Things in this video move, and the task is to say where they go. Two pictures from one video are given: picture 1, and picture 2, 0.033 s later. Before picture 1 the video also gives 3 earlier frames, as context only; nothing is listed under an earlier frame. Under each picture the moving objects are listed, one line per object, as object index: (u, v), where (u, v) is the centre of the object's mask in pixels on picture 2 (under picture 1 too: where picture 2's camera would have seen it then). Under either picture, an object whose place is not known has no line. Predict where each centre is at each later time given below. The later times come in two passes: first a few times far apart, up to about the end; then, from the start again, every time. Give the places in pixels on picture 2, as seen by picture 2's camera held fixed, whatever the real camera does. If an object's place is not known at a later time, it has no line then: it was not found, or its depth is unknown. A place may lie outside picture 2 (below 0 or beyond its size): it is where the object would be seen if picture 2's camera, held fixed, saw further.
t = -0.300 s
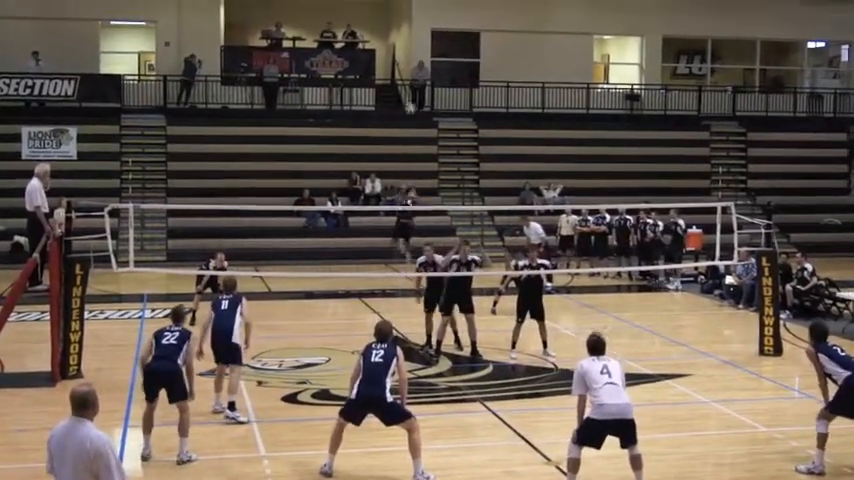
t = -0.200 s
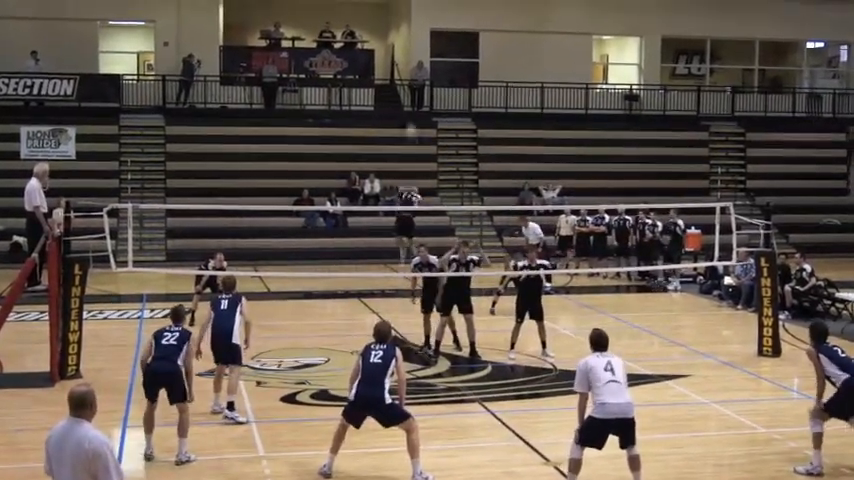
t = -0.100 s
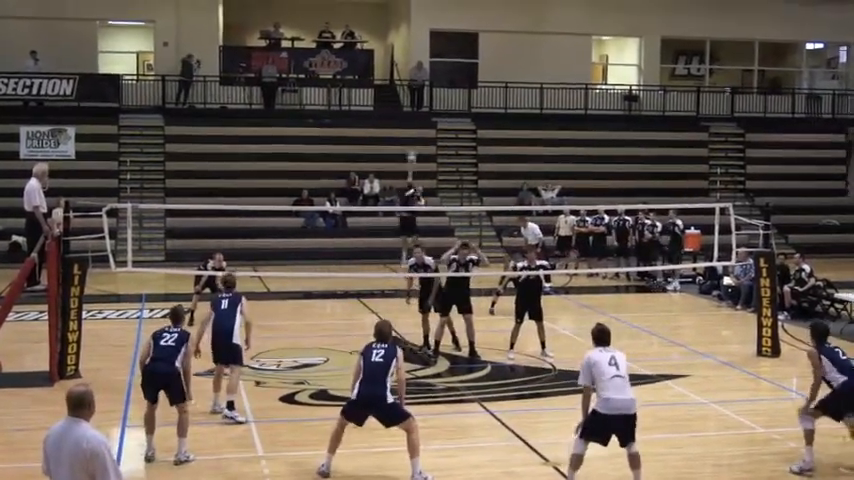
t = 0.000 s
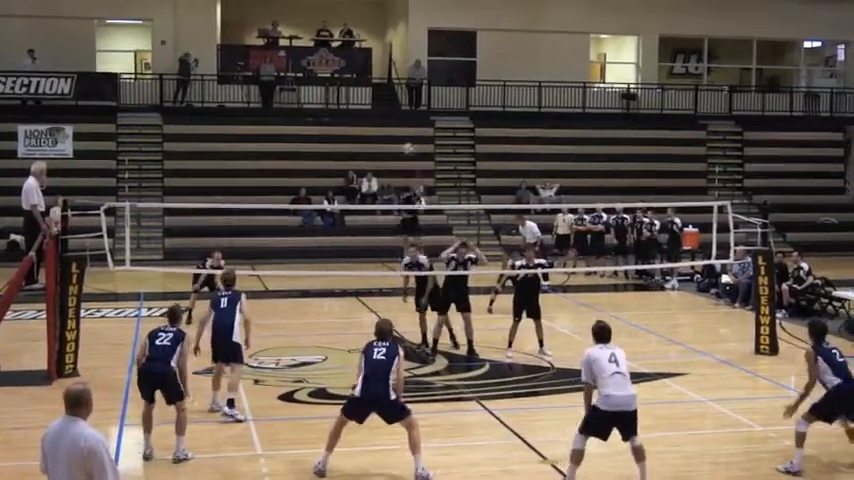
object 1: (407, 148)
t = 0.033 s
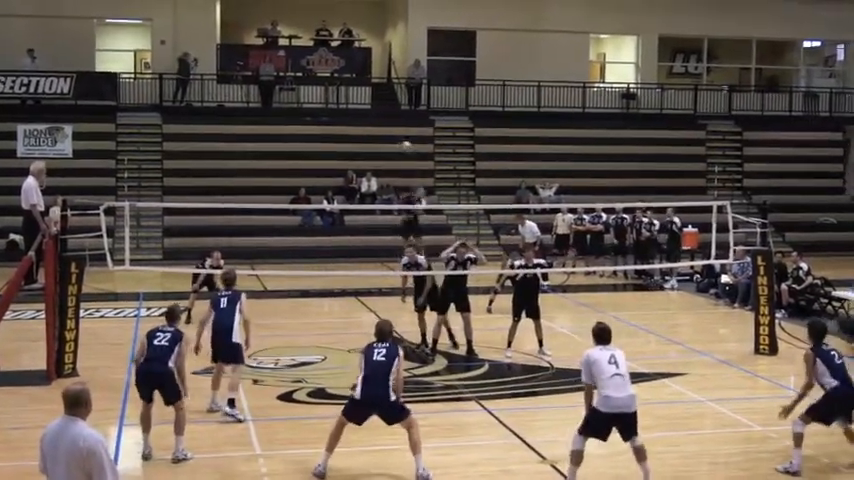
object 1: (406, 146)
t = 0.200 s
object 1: (397, 153)
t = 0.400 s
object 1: (376, 199)
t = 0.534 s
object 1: (354, 261)
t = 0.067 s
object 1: (405, 145)
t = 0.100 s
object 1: (404, 145)
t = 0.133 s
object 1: (402, 147)
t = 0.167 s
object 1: (400, 147)
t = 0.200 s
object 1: (397, 153)
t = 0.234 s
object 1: (395, 155)
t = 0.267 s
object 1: (392, 161)
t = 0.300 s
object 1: (388, 170)
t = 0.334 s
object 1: (384, 176)
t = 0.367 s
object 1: (381, 187)
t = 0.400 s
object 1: (376, 199)
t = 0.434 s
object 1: (371, 210)
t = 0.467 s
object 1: (364, 227)
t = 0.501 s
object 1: (359, 246)
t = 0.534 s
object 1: (354, 261)
